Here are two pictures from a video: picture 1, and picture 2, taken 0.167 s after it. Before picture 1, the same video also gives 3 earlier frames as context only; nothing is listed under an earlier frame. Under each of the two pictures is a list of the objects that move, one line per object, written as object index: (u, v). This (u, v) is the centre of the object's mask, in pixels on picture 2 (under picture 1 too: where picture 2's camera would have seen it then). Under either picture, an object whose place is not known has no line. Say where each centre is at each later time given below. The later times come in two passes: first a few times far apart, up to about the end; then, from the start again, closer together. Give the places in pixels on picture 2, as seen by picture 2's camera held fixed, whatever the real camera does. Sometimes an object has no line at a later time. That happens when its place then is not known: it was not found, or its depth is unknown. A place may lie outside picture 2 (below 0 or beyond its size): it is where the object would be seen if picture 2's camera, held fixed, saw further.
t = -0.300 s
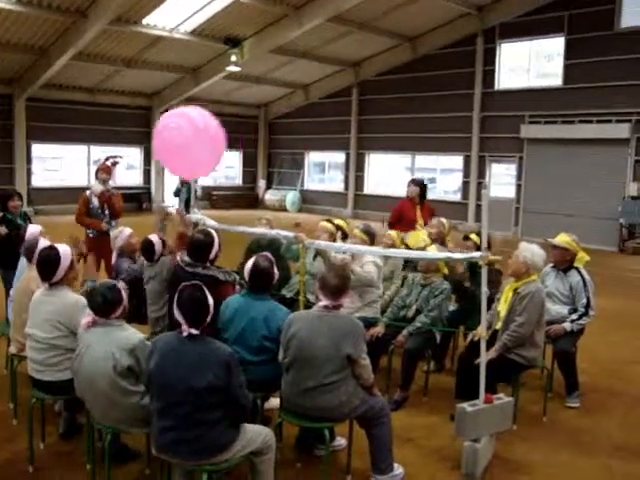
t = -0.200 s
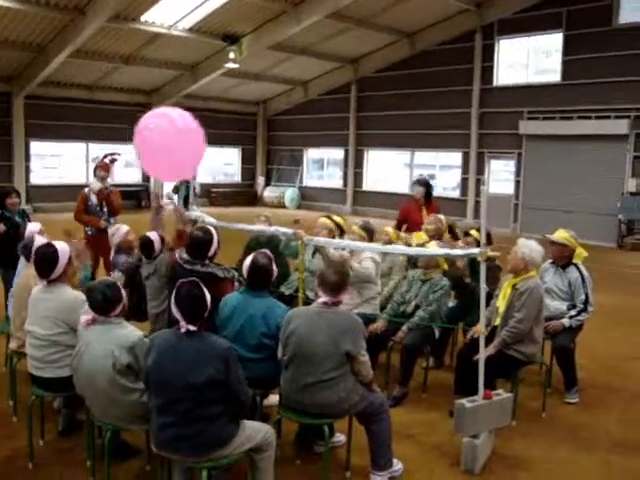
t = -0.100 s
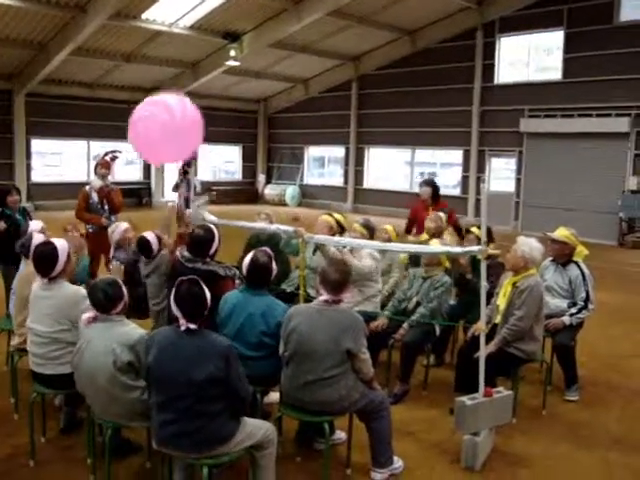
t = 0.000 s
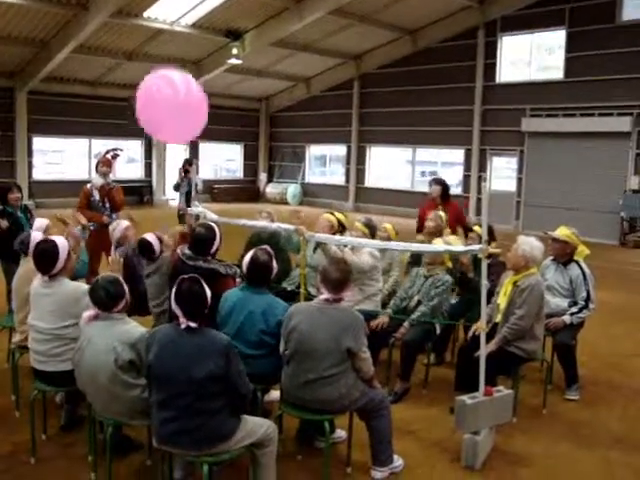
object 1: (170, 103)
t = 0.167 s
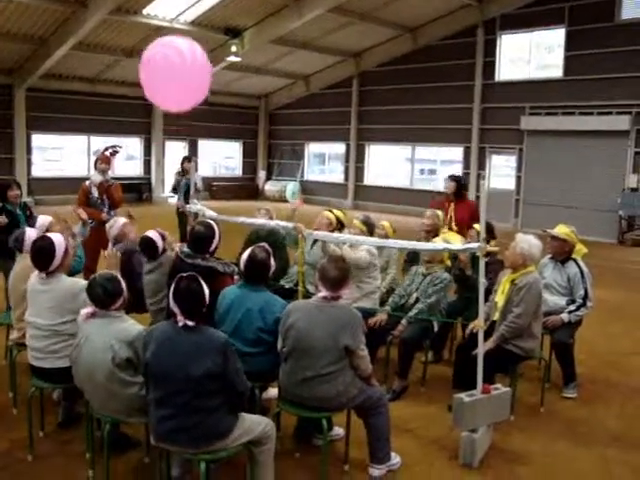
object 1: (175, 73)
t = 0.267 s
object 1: (176, 64)
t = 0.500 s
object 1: (185, 49)
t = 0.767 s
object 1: (189, 48)
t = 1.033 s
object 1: (199, 61)
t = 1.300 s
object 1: (206, 86)
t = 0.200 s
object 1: (175, 70)
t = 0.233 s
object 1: (176, 67)
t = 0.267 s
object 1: (176, 64)
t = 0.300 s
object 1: (177, 62)
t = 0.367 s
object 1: (180, 57)
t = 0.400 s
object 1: (181, 55)
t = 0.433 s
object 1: (183, 53)
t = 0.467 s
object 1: (184, 51)
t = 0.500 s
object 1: (185, 49)
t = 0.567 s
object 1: (187, 46)
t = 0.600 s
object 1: (188, 45)
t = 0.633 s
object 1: (188, 45)
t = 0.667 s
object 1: (188, 45)
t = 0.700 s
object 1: (188, 45)
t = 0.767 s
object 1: (189, 48)
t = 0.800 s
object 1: (190, 49)
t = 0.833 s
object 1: (191, 50)
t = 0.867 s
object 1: (192, 52)
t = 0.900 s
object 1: (194, 54)
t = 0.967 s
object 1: (196, 57)
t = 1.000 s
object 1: (198, 59)
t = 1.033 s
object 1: (199, 61)
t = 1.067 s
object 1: (200, 64)
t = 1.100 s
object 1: (201, 66)
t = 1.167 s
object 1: (203, 72)
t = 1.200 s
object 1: (204, 75)
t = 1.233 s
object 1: (204, 78)
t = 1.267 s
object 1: (205, 82)
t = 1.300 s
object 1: (206, 86)
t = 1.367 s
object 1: (208, 96)
